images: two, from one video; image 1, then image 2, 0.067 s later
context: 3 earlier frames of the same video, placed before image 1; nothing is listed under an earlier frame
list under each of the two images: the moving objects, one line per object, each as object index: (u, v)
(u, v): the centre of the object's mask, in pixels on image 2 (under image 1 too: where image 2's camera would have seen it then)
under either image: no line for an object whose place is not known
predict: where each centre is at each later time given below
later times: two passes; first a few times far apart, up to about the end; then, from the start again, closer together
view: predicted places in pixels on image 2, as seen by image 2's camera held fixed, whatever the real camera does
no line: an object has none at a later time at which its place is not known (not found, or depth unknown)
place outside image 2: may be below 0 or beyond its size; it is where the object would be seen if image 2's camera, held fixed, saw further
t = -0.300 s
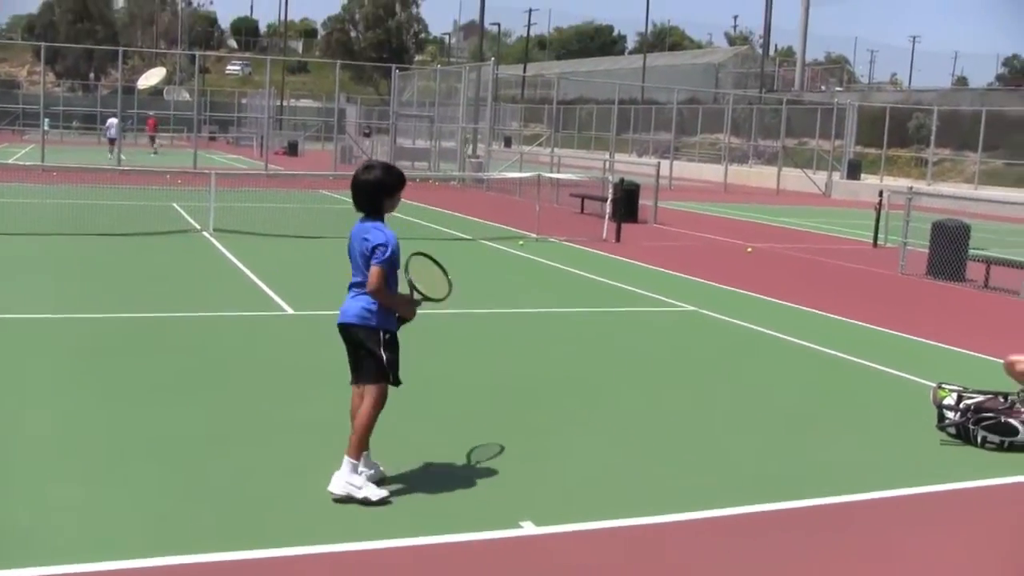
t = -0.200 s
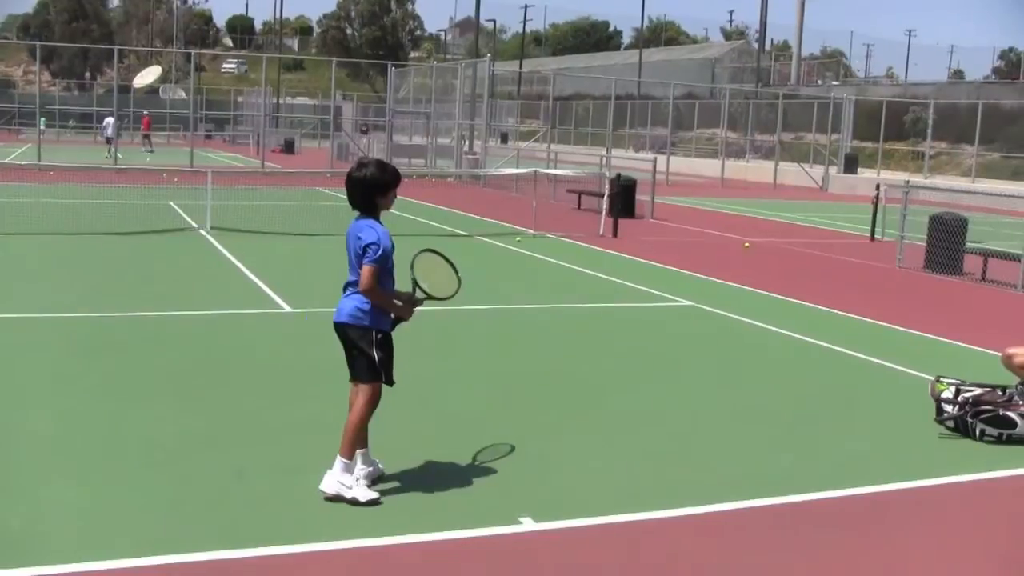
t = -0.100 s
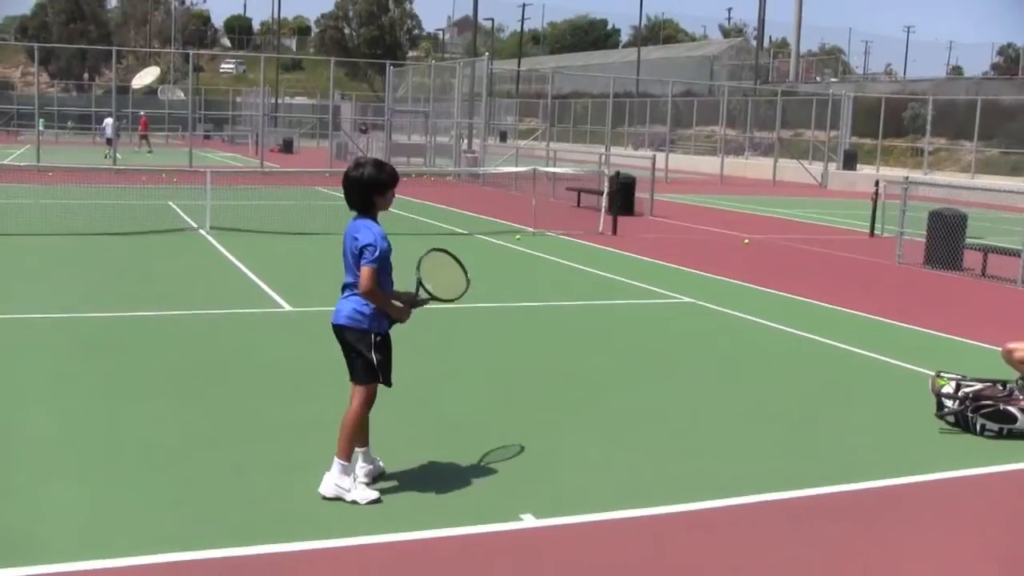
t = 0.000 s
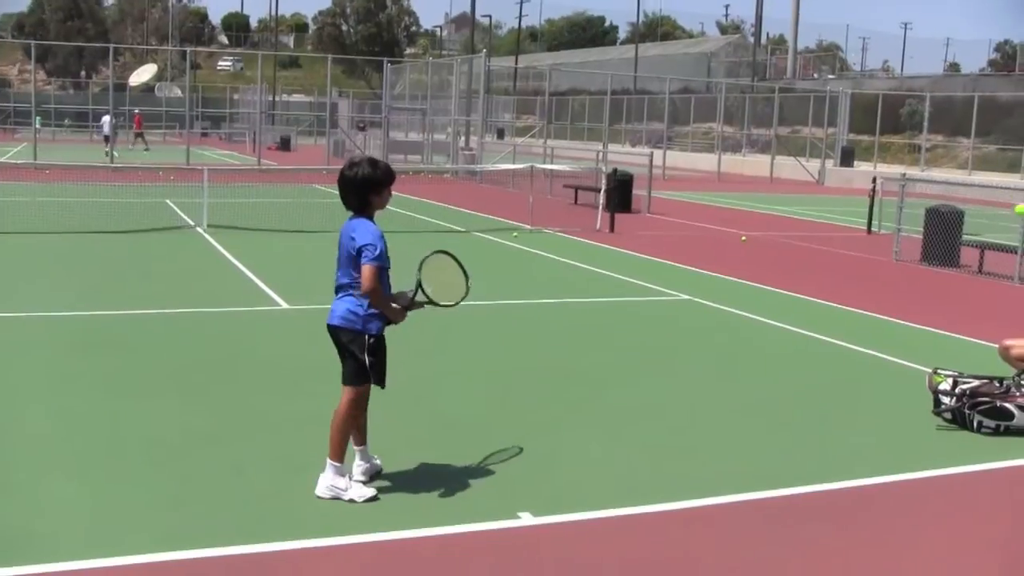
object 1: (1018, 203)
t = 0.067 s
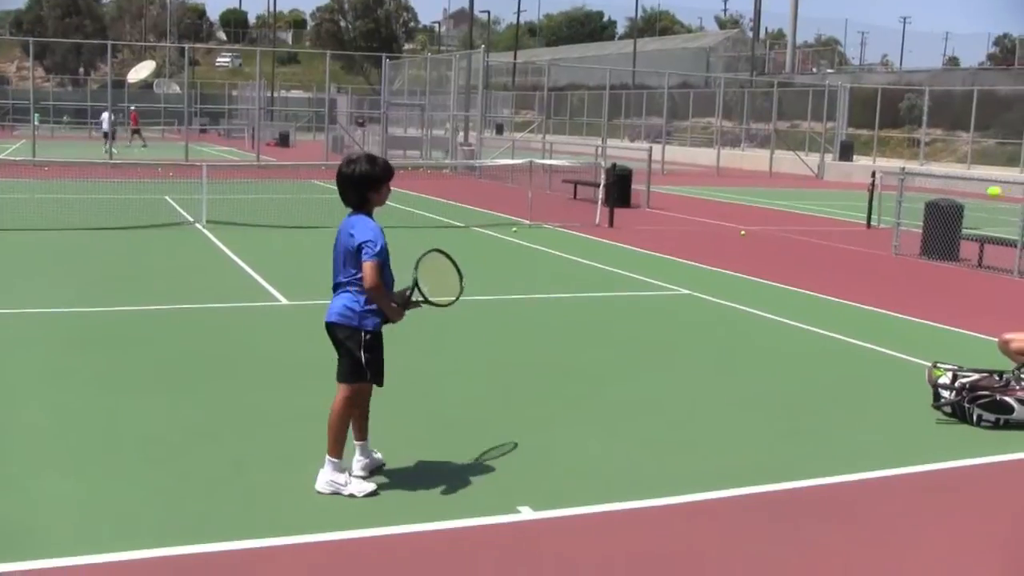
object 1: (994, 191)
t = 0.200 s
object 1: (935, 191)
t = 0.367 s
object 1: (852, 238)
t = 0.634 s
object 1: (695, 440)
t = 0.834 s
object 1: (638, 347)
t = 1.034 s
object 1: (583, 287)
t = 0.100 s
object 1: (980, 188)
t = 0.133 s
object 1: (965, 187)
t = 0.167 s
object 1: (950, 188)
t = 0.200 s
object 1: (935, 191)
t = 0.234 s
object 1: (919, 196)
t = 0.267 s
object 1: (903, 203)
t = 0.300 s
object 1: (887, 212)
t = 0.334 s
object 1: (870, 224)
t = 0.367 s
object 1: (852, 238)
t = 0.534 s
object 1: (758, 346)
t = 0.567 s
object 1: (737, 374)
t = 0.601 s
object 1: (716, 405)
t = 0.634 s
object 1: (695, 440)
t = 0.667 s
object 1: (678, 456)
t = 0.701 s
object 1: (671, 430)
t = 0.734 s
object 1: (663, 406)
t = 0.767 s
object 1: (655, 385)
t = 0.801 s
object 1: (647, 365)
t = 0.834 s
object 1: (638, 347)
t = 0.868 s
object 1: (629, 332)
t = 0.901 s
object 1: (620, 319)
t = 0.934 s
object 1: (611, 307)
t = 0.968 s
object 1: (602, 299)
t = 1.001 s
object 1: (592, 292)
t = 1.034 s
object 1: (583, 287)
